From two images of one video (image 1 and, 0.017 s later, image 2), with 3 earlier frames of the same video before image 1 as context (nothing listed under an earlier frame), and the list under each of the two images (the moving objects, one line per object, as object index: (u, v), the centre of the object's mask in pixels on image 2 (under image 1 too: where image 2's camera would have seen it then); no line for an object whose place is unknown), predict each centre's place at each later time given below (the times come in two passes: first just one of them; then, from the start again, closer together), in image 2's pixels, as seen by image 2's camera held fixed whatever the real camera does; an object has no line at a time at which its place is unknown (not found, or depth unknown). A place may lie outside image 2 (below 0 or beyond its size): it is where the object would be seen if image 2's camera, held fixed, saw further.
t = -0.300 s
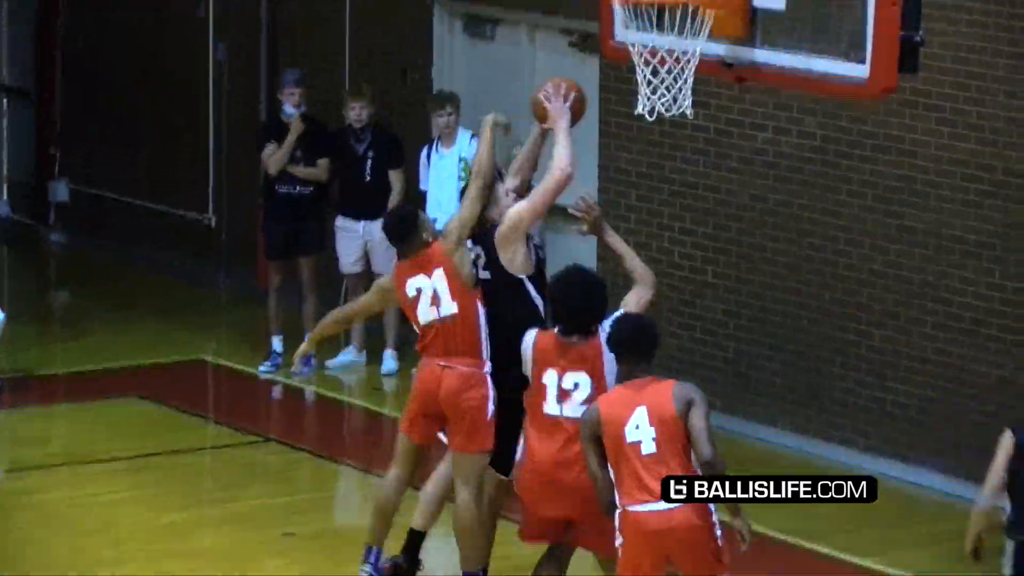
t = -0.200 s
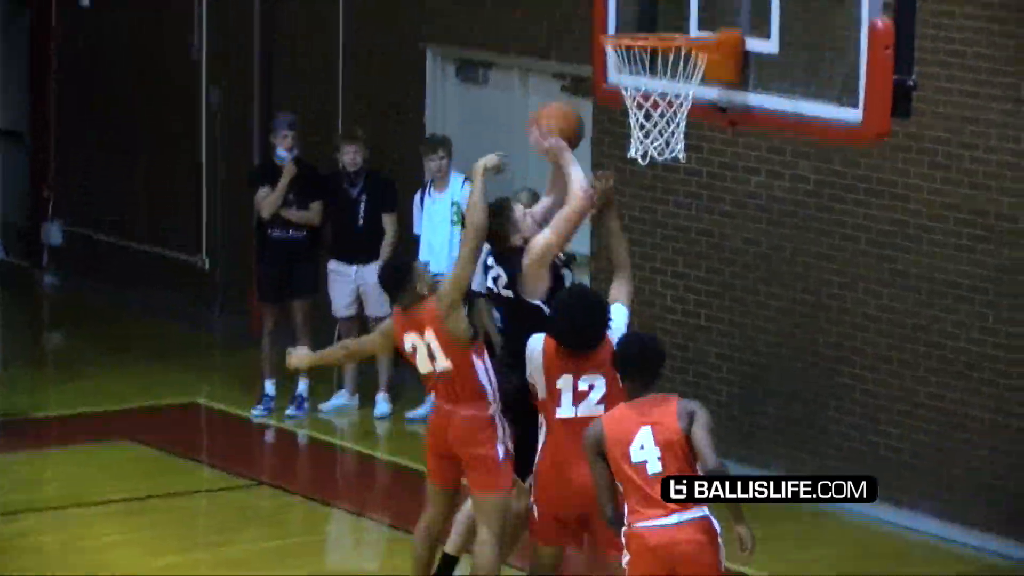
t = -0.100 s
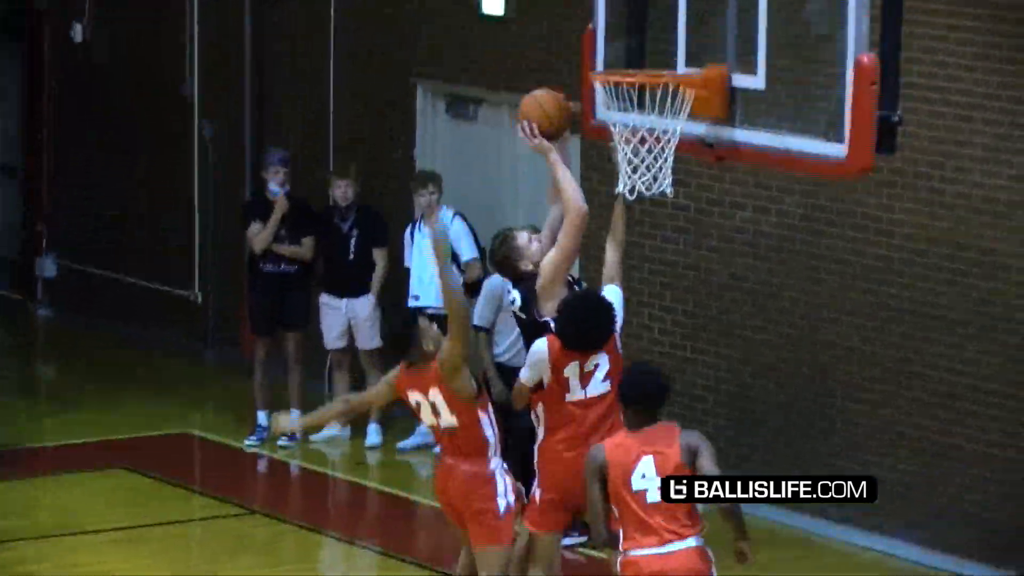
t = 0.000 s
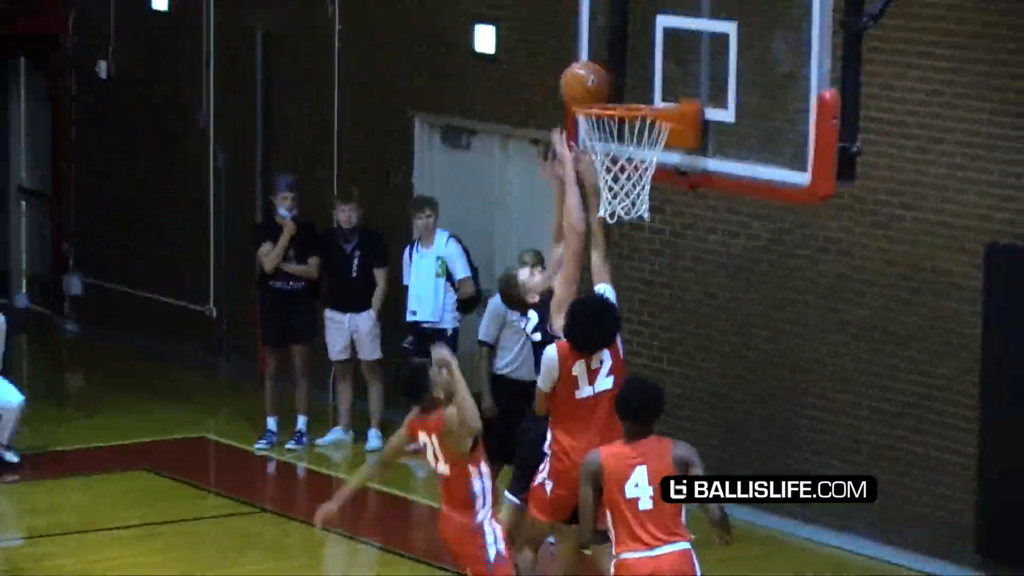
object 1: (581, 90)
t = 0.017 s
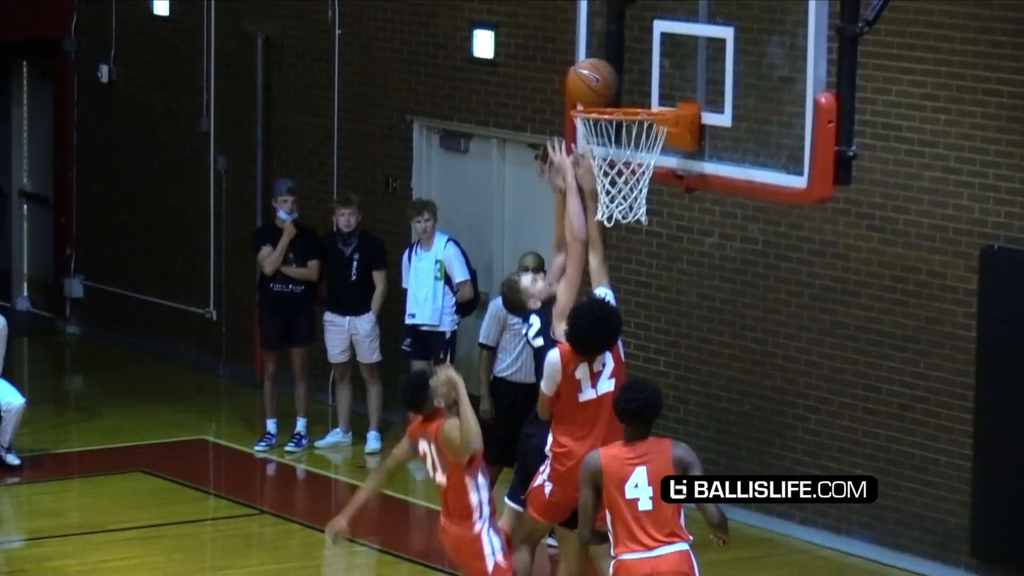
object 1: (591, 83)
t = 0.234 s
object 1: (600, 80)
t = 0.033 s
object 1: (603, 74)
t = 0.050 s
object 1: (611, 68)
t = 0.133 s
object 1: (612, 62)
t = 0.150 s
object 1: (610, 61)
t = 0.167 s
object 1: (607, 65)
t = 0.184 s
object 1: (605, 66)
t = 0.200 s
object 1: (603, 70)
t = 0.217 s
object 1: (602, 74)
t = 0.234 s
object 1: (600, 80)
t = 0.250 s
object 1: (598, 84)
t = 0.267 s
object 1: (597, 87)
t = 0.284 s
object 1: (598, 86)
